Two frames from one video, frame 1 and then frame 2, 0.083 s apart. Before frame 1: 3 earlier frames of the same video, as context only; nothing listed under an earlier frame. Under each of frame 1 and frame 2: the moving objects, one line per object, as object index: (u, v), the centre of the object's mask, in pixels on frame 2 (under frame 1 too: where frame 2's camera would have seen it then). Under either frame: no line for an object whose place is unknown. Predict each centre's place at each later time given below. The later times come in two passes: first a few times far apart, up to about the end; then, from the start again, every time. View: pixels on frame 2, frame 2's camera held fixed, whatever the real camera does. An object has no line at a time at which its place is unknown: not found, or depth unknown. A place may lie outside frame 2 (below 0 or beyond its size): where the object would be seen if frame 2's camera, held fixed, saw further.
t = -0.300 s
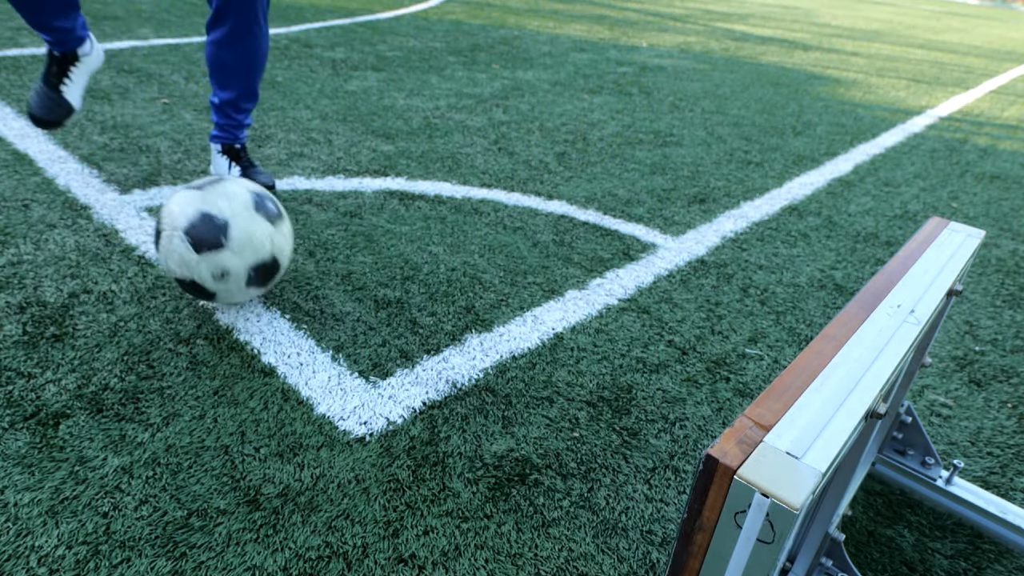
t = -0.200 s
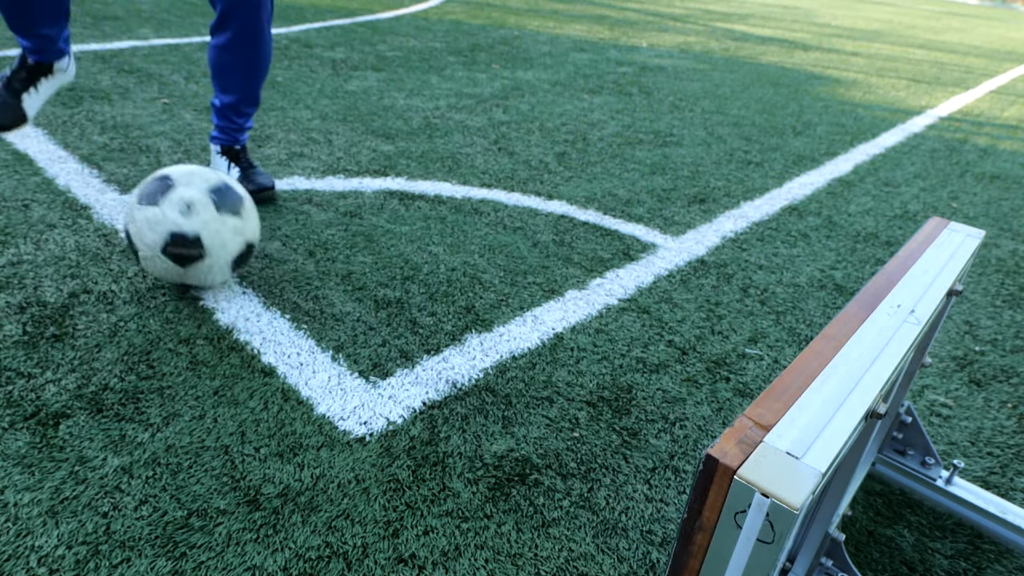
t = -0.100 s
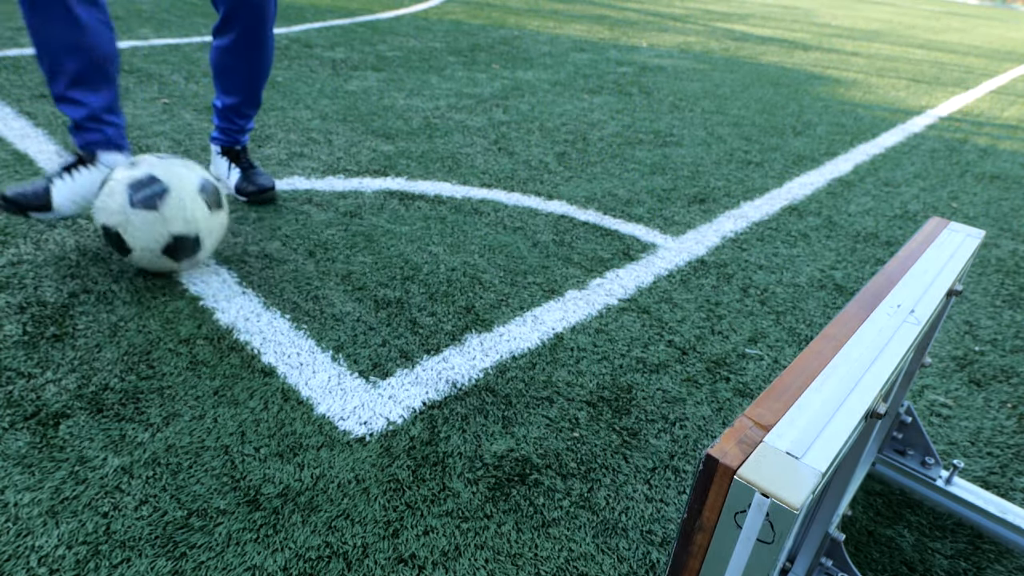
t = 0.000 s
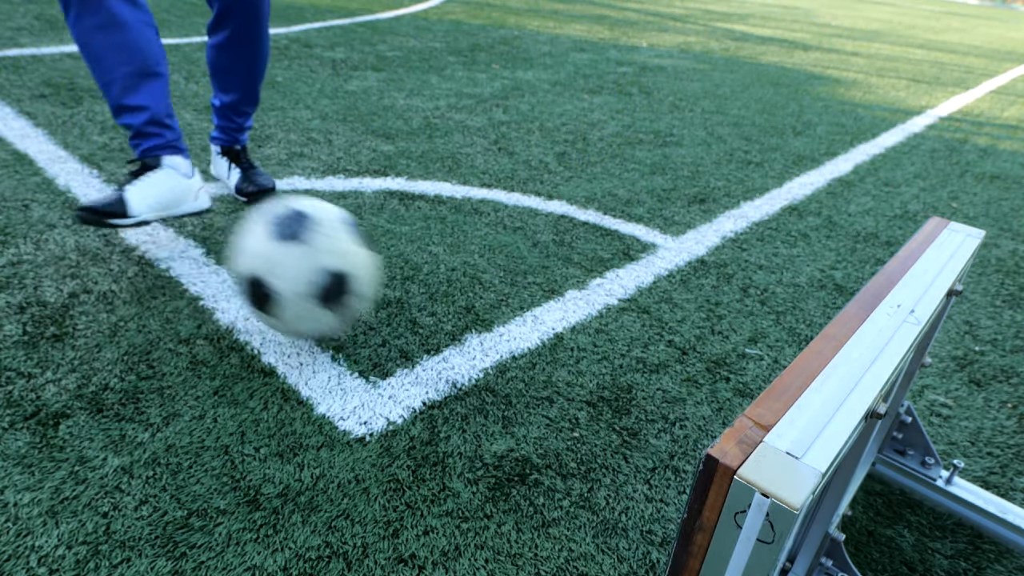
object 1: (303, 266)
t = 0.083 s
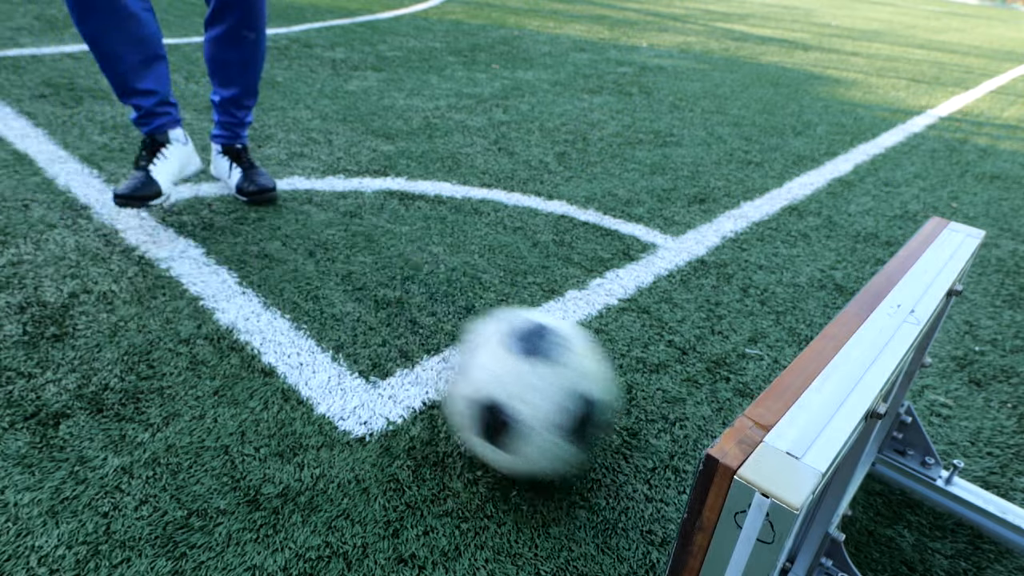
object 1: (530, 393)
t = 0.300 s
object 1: (453, 284)
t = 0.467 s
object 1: (350, 210)
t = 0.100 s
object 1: (580, 416)
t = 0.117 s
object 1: (629, 436)
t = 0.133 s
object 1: (658, 446)
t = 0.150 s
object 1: (645, 432)
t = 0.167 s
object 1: (620, 411)
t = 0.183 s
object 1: (590, 391)
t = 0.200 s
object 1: (565, 373)
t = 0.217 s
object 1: (542, 351)
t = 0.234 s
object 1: (523, 332)
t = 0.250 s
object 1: (505, 318)
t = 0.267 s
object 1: (485, 303)
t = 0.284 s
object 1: (469, 292)
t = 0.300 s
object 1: (453, 284)
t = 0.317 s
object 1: (439, 274)
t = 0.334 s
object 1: (427, 263)
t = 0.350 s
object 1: (416, 254)
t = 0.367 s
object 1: (404, 245)
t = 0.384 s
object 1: (394, 240)
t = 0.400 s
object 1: (384, 234)
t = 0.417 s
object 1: (375, 231)
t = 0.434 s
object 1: (366, 224)
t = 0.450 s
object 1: (358, 216)
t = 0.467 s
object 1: (350, 210)
